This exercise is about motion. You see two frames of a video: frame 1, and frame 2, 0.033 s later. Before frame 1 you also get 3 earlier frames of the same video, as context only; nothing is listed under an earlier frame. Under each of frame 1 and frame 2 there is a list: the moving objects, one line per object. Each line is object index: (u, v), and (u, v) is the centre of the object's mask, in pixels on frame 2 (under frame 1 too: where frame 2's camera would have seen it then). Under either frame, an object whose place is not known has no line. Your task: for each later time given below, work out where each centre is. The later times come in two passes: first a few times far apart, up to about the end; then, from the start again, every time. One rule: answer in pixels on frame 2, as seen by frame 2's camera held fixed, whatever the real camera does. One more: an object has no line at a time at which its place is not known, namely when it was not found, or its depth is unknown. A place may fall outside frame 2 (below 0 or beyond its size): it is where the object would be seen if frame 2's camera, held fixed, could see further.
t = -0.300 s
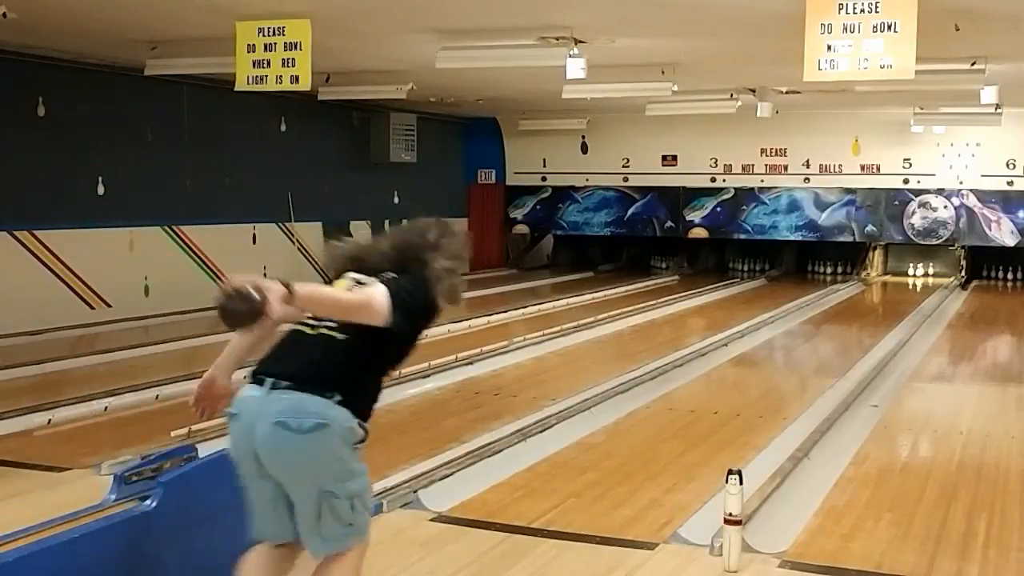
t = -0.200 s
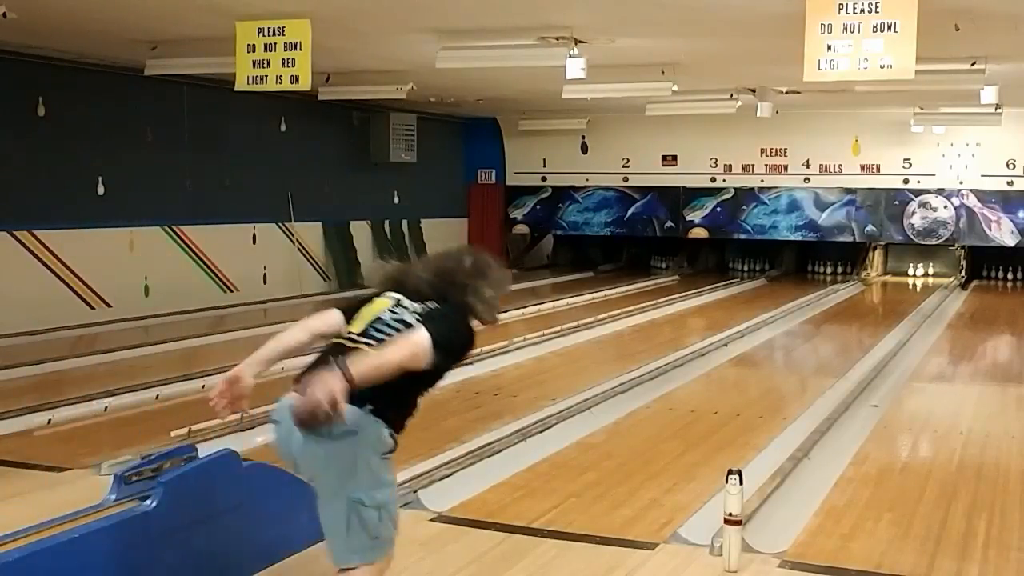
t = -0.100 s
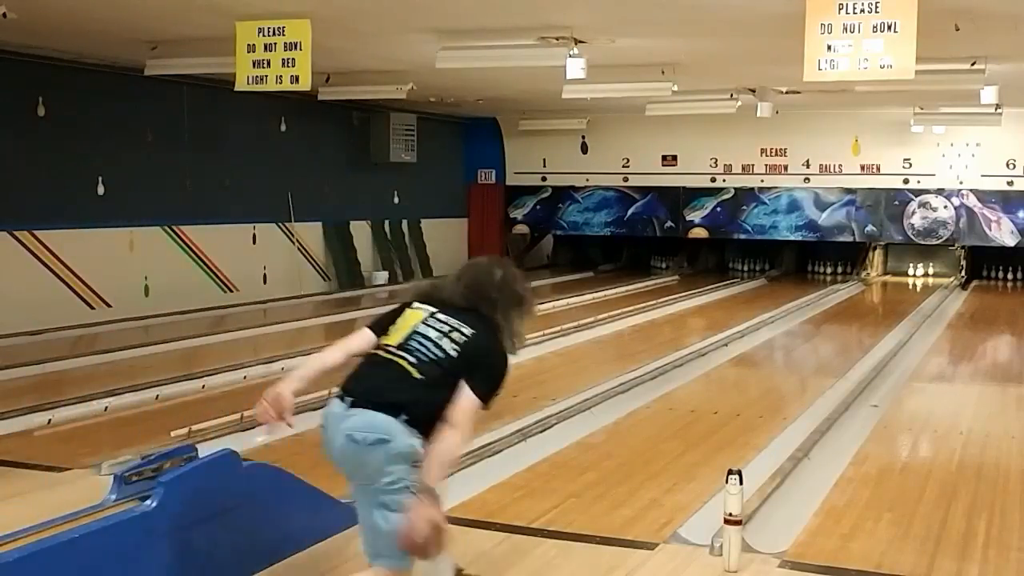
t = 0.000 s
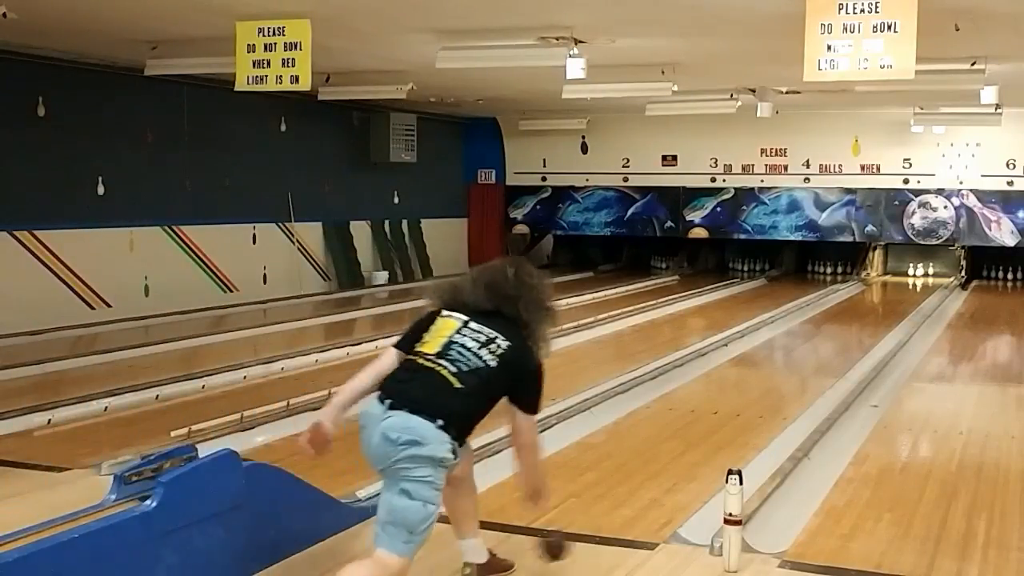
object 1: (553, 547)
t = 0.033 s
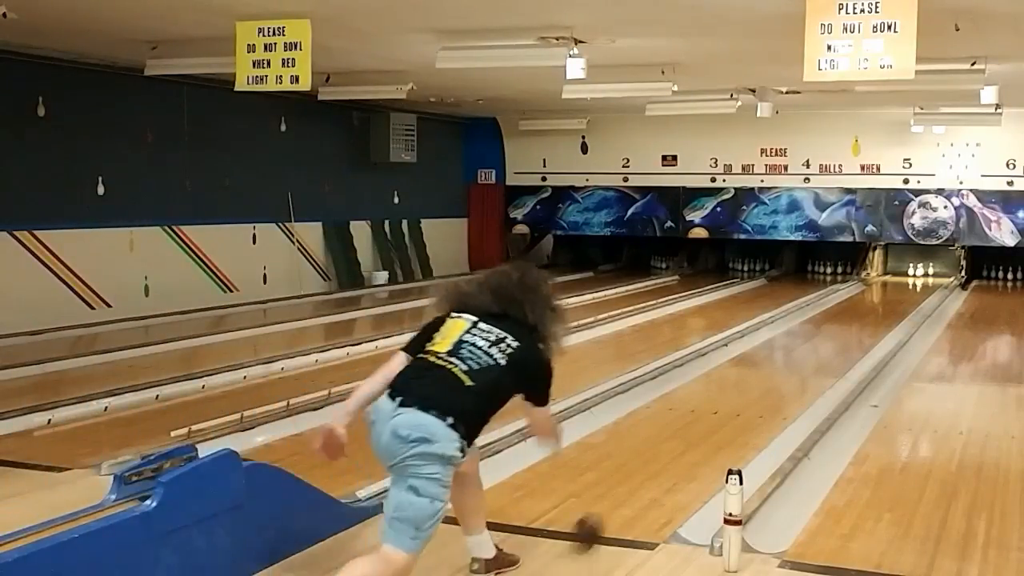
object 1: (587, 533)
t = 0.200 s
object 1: (700, 449)
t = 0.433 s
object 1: (787, 384)
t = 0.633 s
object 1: (830, 352)
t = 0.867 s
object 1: (864, 326)
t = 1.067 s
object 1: (885, 311)
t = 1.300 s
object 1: (902, 298)
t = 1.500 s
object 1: (914, 288)
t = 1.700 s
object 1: (924, 282)
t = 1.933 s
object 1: (931, 276)
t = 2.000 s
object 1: (934, 275)
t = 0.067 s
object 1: (616, 504)
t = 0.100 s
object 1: (641, 484)
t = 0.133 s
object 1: (663, 469)
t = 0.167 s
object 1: (683, 458)
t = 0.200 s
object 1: (700, 449)
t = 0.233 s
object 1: (716, 436)
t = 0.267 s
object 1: (731, 425)
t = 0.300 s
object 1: (744, 415)
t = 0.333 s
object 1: (756, 407)
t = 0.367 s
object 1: (767, 398)
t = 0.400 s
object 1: (777, 391)
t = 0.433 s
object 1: (787, 384)
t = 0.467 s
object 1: (795, 377)
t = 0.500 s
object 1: (803, 371)
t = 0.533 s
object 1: (811, 366)
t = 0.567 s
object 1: (818, 361)
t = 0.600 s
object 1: (824, 356)
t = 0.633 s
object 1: (830, 352)
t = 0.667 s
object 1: (836, 347)
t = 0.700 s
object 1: (841, 343)
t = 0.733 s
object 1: (847, 339)
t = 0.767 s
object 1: (851, 335)
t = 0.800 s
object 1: (856, 332)
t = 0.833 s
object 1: (860, 329)
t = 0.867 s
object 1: (864, 326)
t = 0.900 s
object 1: (868, 323)
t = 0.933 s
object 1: (872, 320)
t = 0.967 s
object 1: (876, 318)
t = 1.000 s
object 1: (879, 315)
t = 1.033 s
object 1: (882, 313)
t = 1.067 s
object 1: (885, 311)
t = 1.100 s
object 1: (887, 309)
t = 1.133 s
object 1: (890, 306)
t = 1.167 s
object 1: (893, 305)
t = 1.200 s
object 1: (895, 303)
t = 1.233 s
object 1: (898, 301)
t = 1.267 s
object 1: (900, 299)
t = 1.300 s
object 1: (902, 298)
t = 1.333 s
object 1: (904, 296)
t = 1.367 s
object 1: (907, 294)
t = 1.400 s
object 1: (909, 292)
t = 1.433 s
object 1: (911, 291)
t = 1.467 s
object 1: (913, 289)
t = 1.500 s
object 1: (914, 288)
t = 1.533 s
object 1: (916, 287)
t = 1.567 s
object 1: (917, 286)
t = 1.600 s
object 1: (918, 285)
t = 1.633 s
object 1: (919, 285)
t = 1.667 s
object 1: (922, 283)
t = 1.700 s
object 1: (924, 282)
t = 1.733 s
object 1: (925, 281)
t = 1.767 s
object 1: (927, 280)
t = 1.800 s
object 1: (928, 280)
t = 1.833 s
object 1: (929, 278)
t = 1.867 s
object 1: (930, 278)
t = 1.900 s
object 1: (931, 277)
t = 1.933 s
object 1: (931, 276)
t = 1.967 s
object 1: (932, 275)
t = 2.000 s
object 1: (934, 275)
